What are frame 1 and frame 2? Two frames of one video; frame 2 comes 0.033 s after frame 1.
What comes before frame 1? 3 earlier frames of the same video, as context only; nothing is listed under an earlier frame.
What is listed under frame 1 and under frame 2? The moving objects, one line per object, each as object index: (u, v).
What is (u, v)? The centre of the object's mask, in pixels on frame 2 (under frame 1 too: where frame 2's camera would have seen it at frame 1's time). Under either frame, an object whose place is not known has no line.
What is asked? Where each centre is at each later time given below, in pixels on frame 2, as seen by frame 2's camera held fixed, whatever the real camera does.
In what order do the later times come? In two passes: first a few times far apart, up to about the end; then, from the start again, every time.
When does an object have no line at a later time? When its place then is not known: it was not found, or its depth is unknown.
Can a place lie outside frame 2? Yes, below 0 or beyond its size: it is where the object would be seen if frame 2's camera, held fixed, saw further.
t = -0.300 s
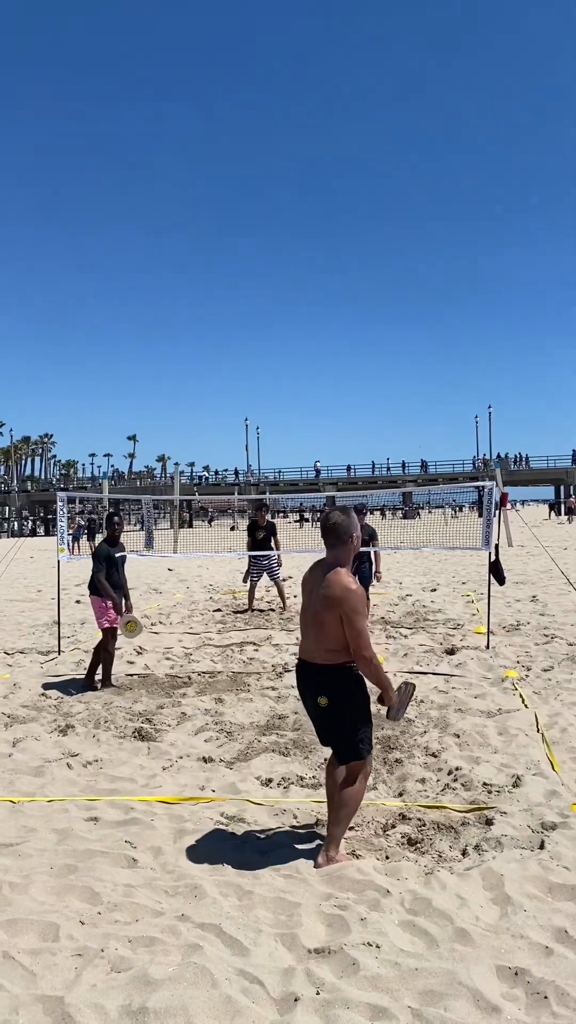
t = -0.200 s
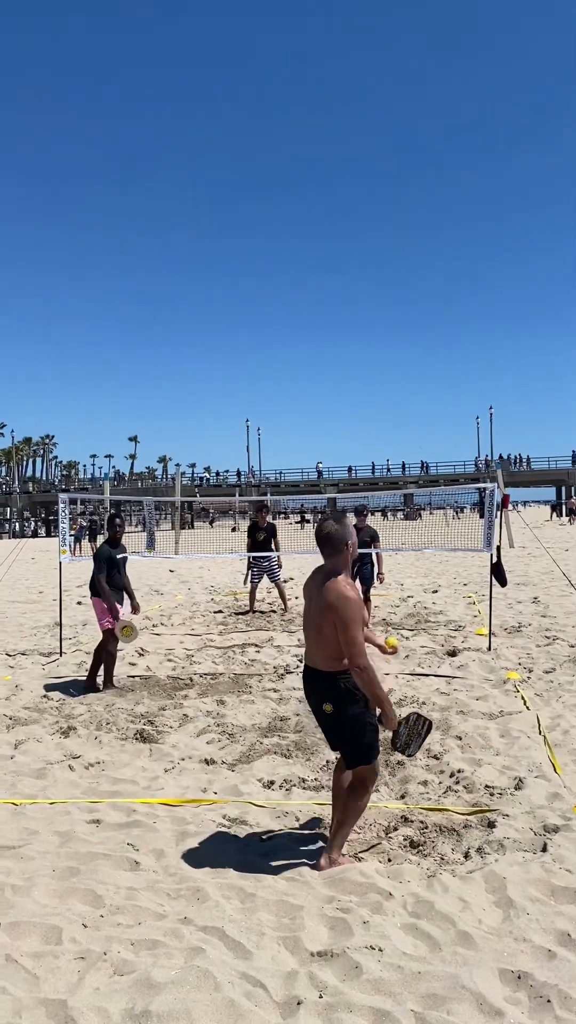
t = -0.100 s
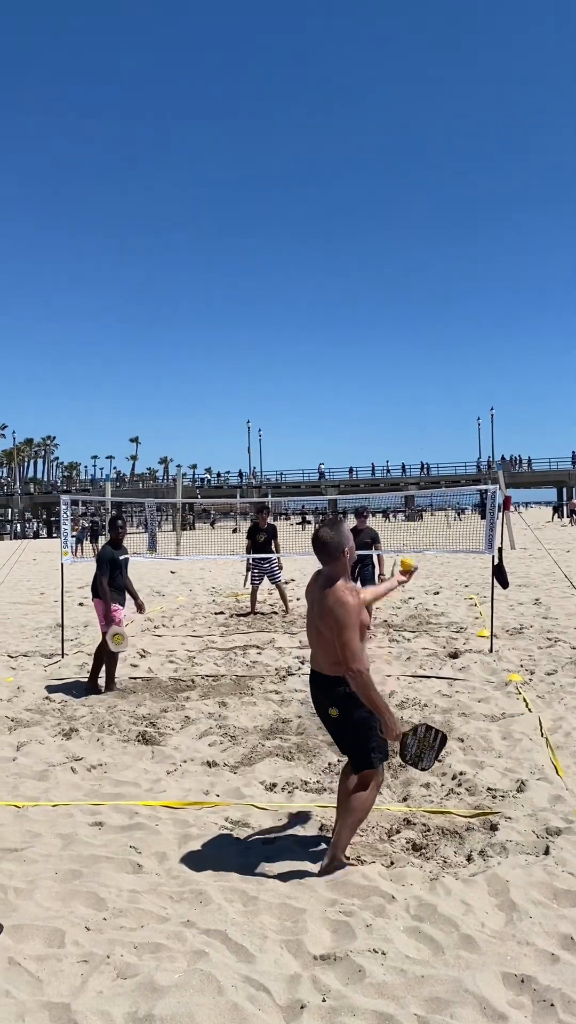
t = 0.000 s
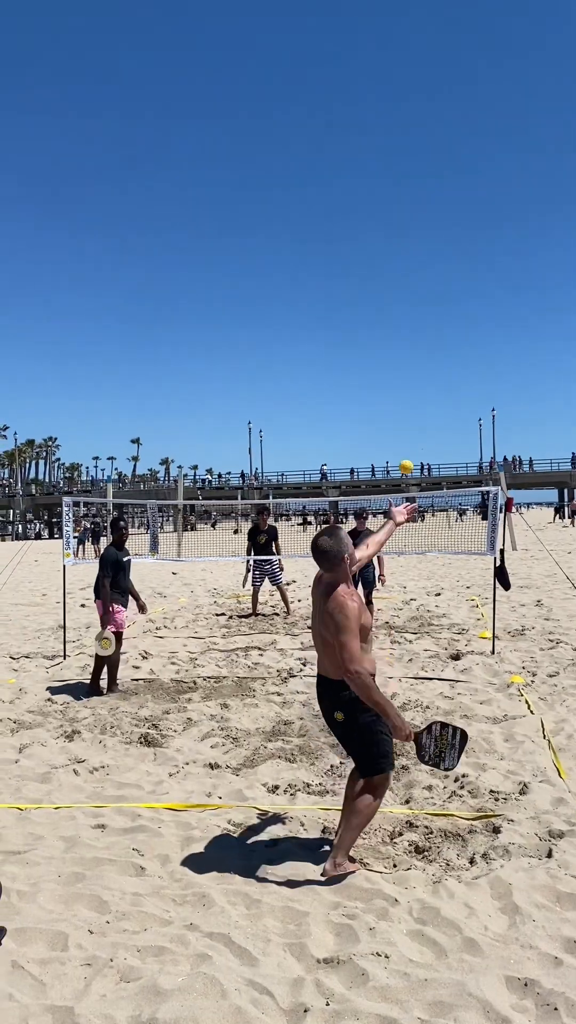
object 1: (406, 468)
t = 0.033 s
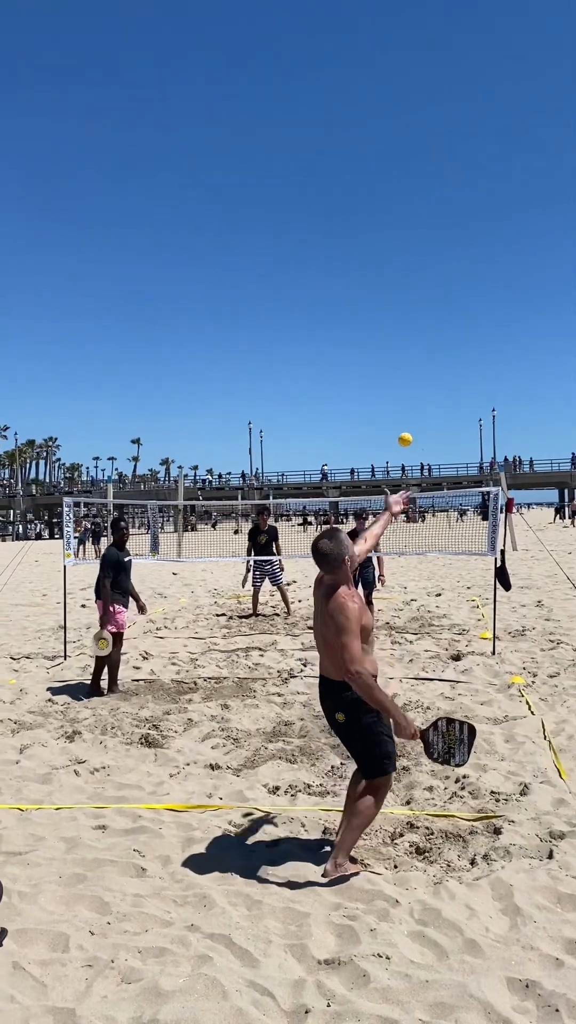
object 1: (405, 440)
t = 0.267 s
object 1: (389, 311)
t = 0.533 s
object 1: (363, 296)
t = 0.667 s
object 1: (348, 338)
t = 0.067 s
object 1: (403, 414)
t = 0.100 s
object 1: (401, 391)
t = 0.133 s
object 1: (398, 370)
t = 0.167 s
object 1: (397, 352)
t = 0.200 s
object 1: (395, 336)
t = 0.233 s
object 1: (392, 322)
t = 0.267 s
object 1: (389, 311)
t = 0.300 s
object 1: (386, 301)
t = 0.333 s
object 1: (383, 294)
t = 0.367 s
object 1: (380, 289)
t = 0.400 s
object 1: (377, 287)
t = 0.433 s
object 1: (374, 286)
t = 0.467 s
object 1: (370, 287)
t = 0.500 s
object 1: (367, 291)
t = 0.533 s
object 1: (363, 296)
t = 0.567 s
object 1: (359, 304)
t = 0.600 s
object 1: (356, 313)
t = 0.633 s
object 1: (352, 325)
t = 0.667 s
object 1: (348, 338)
